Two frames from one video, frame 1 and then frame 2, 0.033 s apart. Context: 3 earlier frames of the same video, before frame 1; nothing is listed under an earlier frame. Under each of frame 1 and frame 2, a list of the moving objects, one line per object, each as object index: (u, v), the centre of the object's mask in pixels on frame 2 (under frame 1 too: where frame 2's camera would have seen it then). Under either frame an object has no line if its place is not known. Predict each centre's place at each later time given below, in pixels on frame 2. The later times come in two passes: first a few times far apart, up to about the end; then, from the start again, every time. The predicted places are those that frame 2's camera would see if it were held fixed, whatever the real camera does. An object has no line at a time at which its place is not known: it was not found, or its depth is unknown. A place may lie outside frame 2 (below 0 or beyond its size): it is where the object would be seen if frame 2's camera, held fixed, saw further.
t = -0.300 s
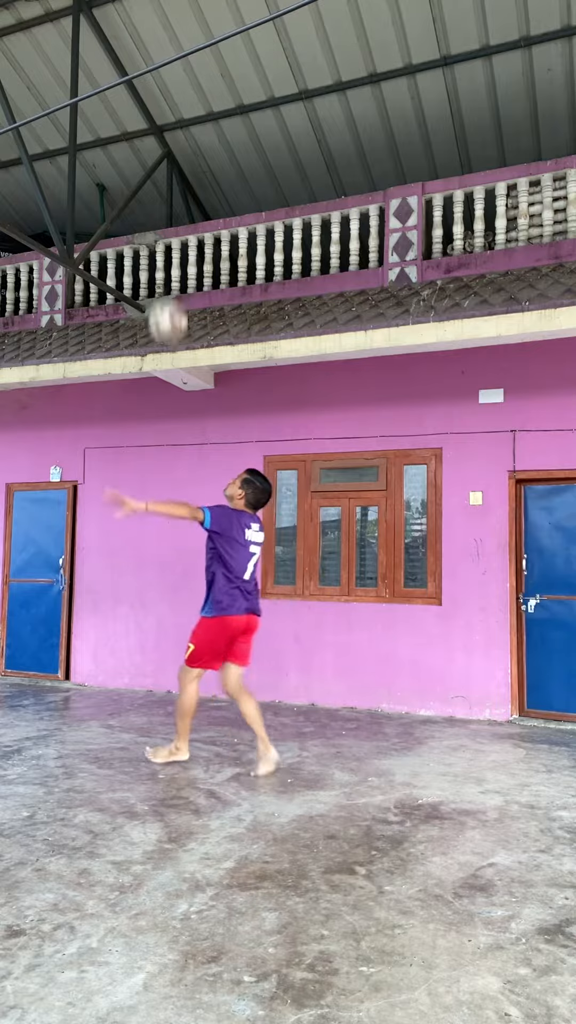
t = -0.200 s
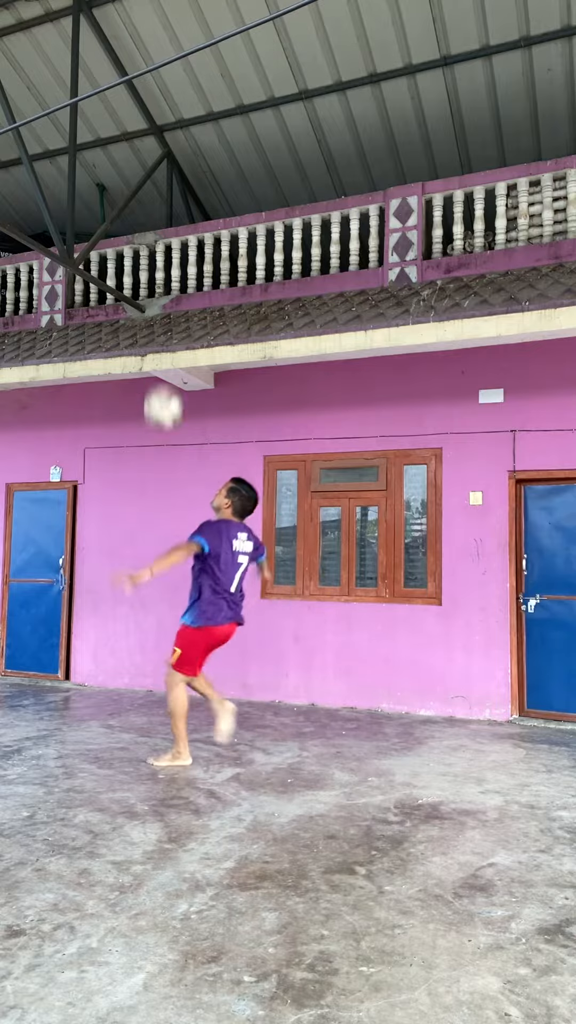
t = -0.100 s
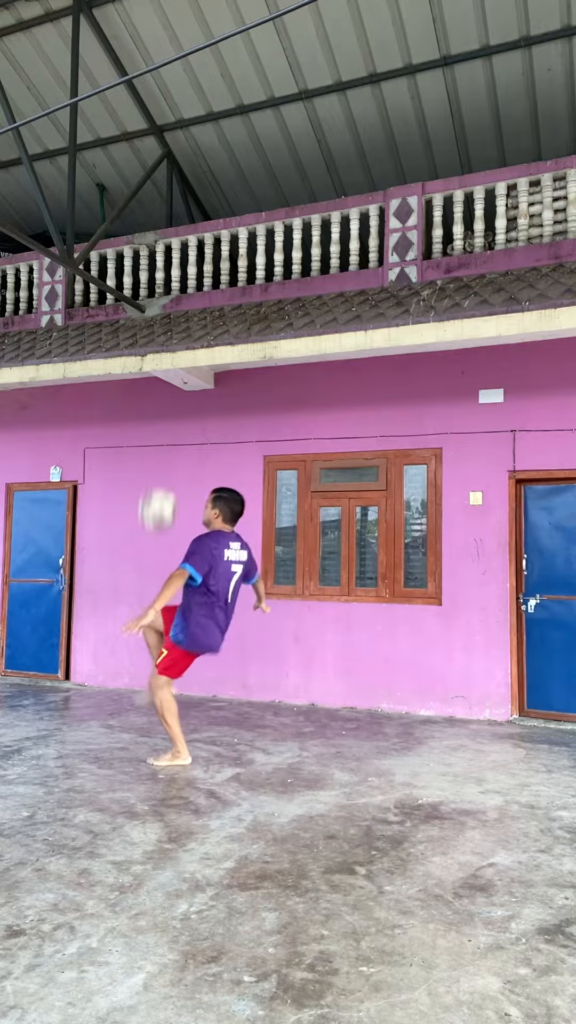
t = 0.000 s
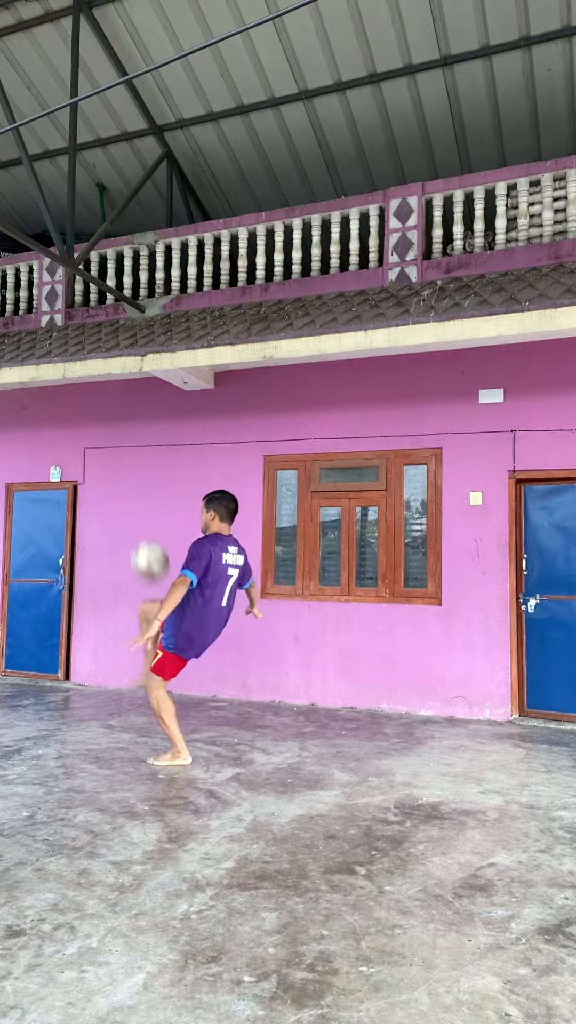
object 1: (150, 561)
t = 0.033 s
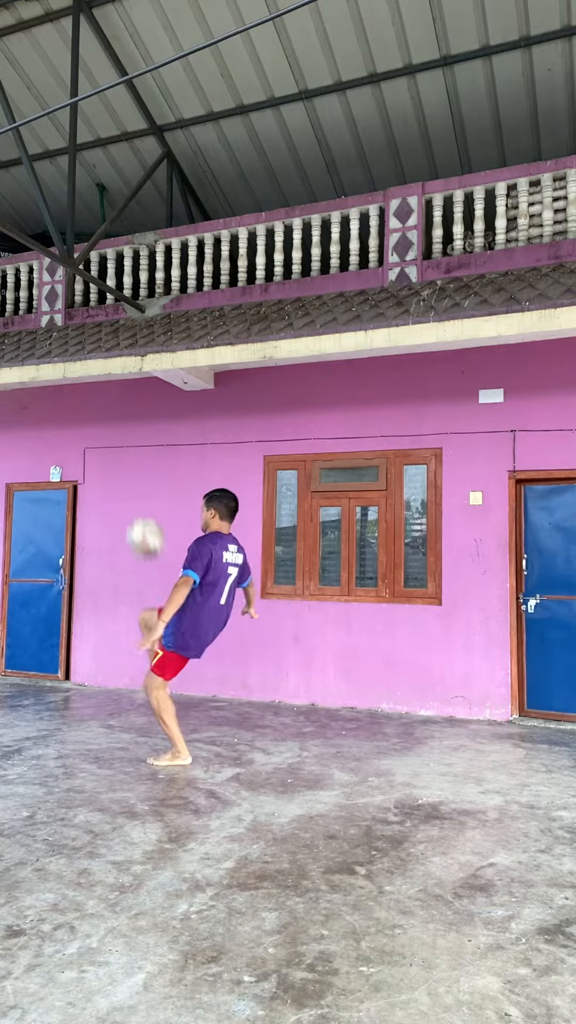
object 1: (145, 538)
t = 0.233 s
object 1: (121, 441)
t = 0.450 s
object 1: (96, 414)
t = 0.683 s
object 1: (69, 464)
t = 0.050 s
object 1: (144, 527)
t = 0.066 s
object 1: (141, 517)
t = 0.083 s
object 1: (139, 507)
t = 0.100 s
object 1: (137, 498)
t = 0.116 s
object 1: (135, 489)
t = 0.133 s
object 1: (133, 481)
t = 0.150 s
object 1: (131, 472)
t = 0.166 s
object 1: (129, 465)
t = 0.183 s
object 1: (127, 458)
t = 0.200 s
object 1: (125, 452)
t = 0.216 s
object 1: (123, 446)
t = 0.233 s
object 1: (121, 441)
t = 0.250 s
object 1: (120, 436)
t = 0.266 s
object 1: (118, 432)
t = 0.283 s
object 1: (116, 428)
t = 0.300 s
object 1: (114, 425)
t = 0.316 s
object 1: (112, 422)
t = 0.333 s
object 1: (110, 420)
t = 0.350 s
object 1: (108, 418)
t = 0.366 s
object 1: (106, 416)
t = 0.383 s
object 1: (104, 415)
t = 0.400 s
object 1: (102, 414)
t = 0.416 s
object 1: (100, 413)
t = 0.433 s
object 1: (98, 413)
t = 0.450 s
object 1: (96, 414)
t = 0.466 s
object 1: (94, 414)
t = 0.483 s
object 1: (92, 416)
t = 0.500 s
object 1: (90, 418)
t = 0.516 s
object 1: (88, 420)
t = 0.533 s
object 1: (86, 423)
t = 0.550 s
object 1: (84, 426)
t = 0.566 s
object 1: (82, 429)
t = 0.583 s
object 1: (80, 433)
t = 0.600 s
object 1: (78, 437)
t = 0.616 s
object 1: (77, 441)
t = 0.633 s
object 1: (75, 446)
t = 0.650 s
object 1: (73, 451)
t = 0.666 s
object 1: (71, 457)
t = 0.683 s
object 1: (69, 464)
